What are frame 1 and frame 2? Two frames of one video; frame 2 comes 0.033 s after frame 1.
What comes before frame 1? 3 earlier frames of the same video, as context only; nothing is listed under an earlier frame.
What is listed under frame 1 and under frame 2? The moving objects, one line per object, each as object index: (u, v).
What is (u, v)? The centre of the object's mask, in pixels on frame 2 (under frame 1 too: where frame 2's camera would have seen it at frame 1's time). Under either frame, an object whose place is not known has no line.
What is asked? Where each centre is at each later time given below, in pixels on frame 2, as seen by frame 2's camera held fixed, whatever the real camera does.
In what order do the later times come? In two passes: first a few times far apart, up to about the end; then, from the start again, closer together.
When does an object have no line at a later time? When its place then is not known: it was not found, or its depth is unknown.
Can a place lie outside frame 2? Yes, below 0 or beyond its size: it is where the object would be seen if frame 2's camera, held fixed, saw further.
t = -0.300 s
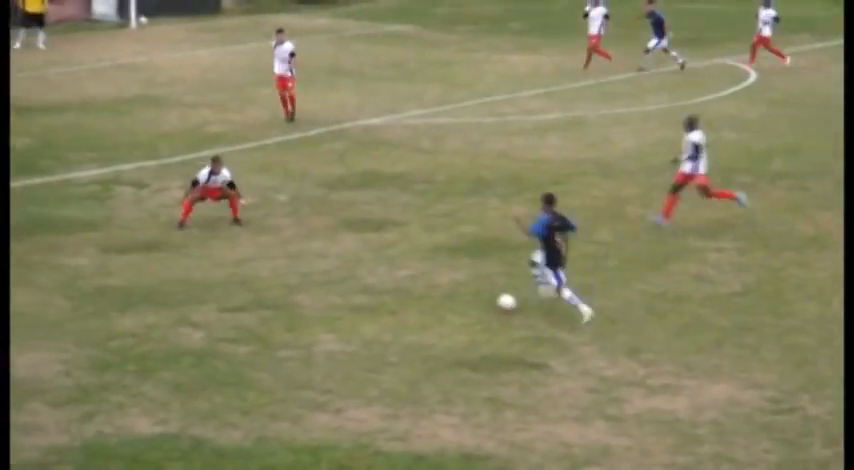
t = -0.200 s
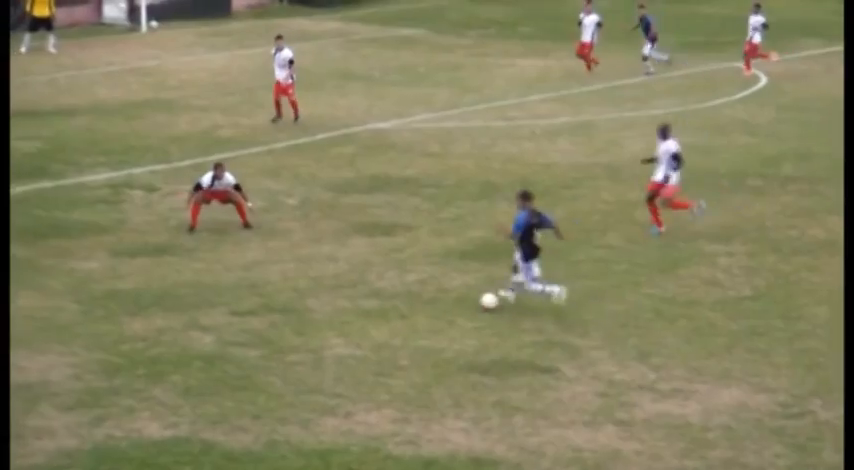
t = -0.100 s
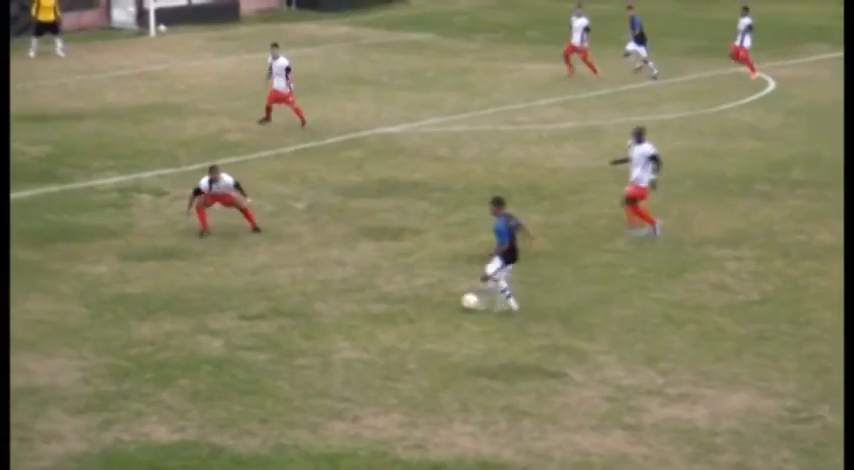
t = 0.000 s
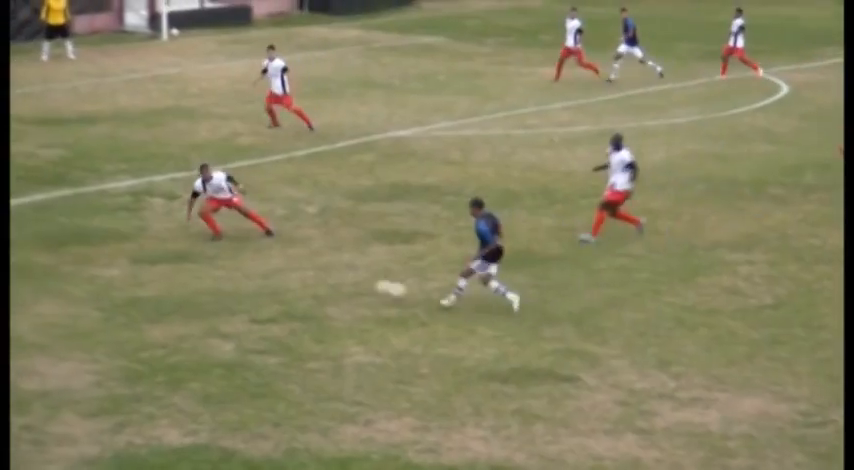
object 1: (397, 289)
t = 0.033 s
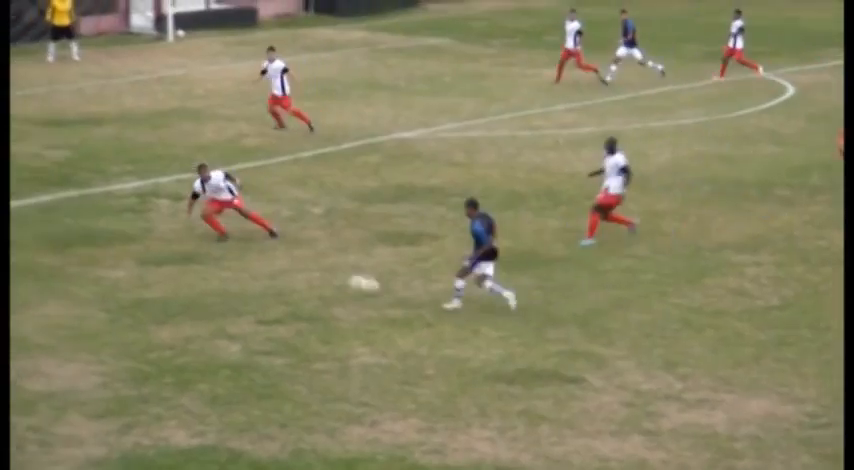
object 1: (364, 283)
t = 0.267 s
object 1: (146, 269)
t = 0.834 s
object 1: (-222, 249)
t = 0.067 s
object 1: (332, 278)
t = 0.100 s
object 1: (300, 274)
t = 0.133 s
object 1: (269, 270)
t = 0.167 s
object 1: (237, 269)
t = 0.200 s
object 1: (207, 268)
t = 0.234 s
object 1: (176, 268)
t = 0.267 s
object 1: (146, 269)
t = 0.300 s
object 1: (116, 270)
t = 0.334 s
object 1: (88, 274)
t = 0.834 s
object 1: (-222, 249)
